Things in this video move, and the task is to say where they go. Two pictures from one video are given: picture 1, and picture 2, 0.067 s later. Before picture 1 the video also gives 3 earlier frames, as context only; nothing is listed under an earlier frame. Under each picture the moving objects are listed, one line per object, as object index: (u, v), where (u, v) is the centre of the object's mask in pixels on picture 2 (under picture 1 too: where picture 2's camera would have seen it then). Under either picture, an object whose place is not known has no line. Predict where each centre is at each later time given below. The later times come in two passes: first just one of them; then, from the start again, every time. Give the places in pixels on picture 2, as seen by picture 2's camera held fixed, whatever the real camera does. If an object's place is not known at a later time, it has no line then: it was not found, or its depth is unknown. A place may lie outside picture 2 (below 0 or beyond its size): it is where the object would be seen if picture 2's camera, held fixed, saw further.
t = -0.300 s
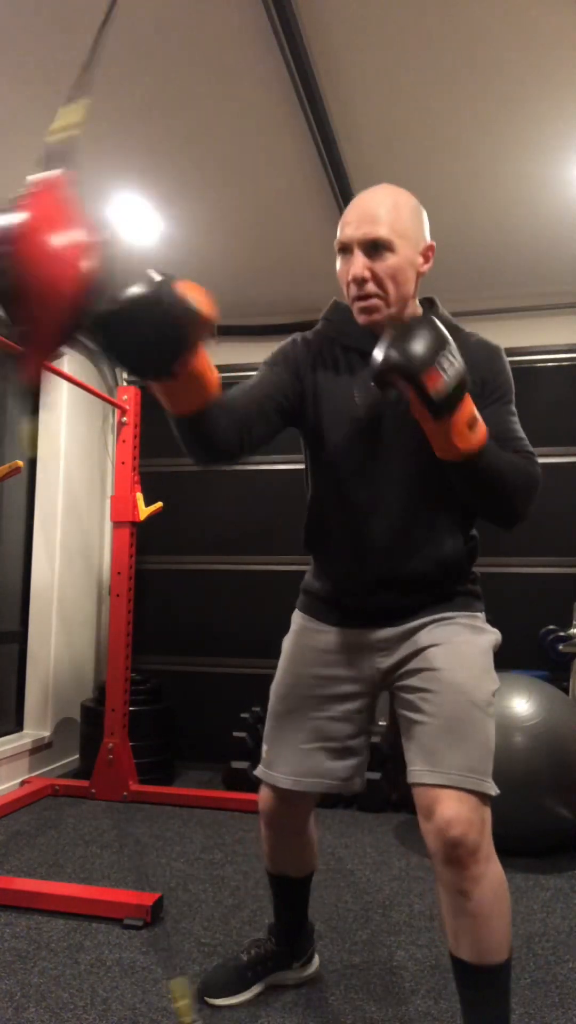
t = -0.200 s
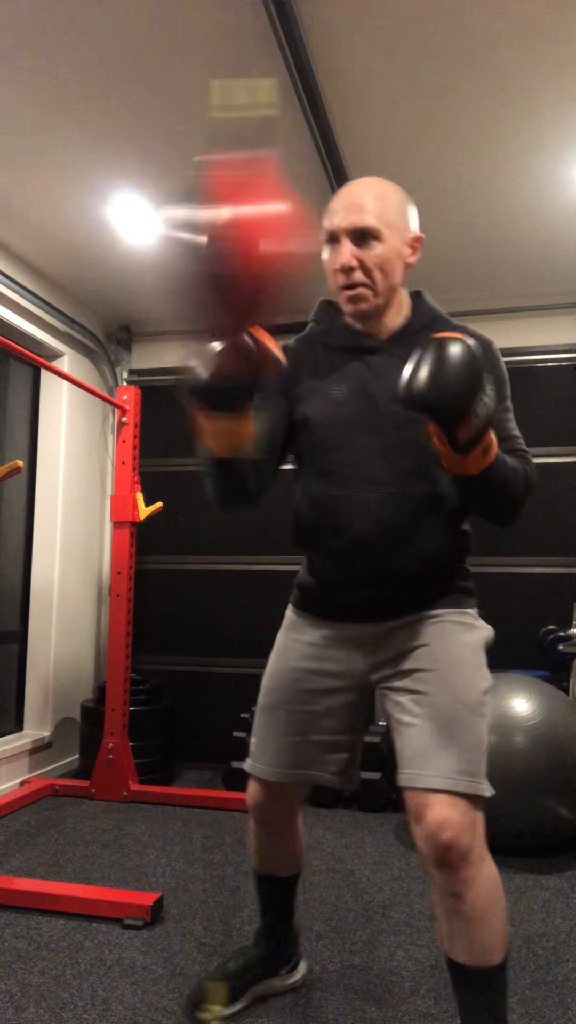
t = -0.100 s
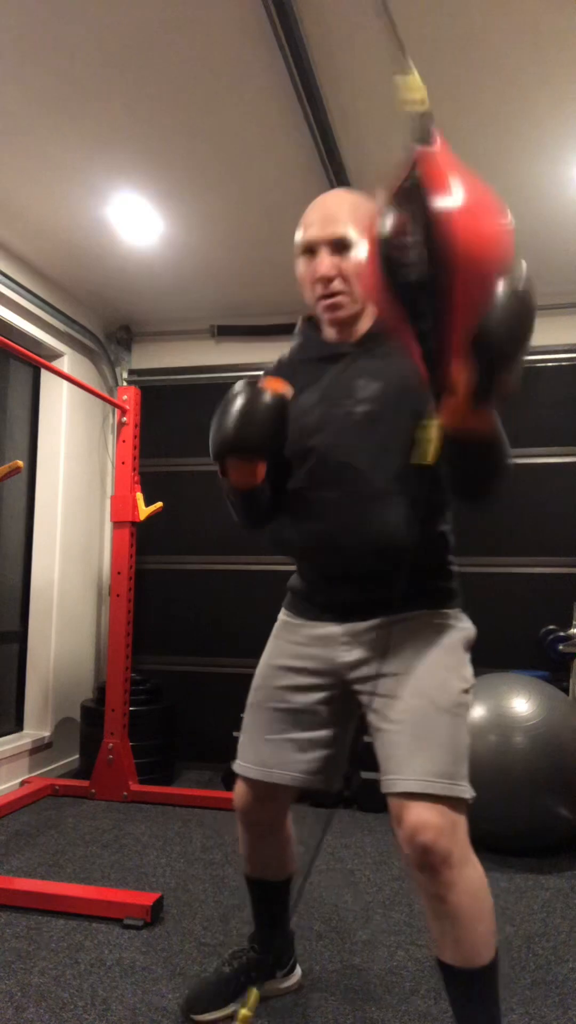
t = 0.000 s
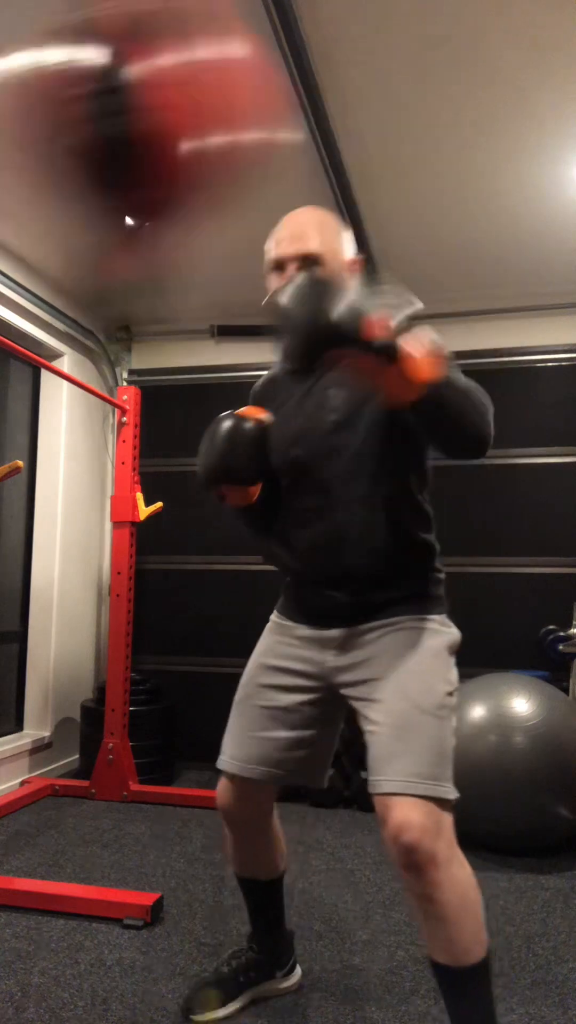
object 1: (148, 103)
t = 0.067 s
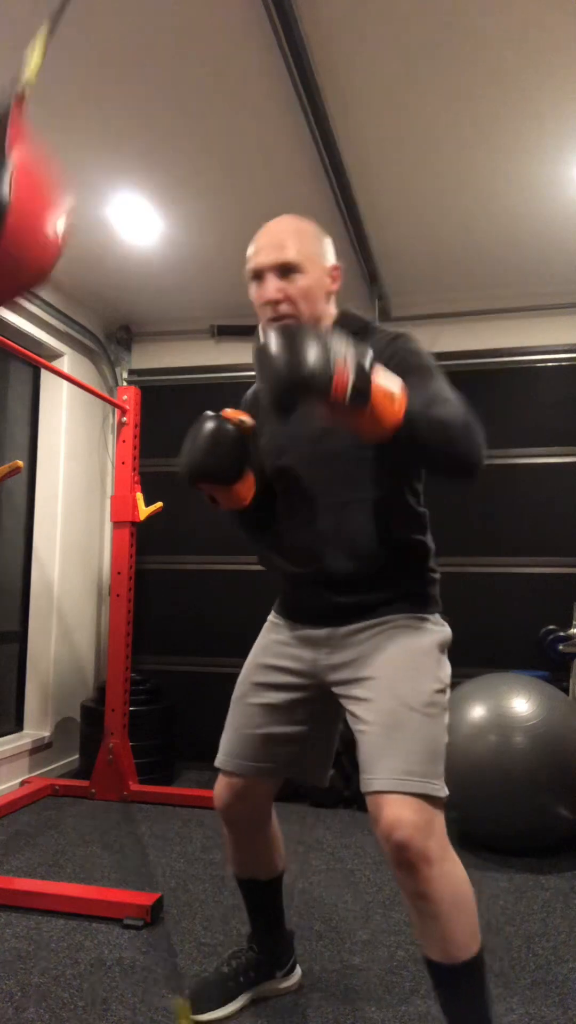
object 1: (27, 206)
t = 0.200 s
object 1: (149, 305)
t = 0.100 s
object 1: (27, 249)
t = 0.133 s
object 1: (46, 277)
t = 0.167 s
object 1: (93, 293)
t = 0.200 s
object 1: (149, 305)
